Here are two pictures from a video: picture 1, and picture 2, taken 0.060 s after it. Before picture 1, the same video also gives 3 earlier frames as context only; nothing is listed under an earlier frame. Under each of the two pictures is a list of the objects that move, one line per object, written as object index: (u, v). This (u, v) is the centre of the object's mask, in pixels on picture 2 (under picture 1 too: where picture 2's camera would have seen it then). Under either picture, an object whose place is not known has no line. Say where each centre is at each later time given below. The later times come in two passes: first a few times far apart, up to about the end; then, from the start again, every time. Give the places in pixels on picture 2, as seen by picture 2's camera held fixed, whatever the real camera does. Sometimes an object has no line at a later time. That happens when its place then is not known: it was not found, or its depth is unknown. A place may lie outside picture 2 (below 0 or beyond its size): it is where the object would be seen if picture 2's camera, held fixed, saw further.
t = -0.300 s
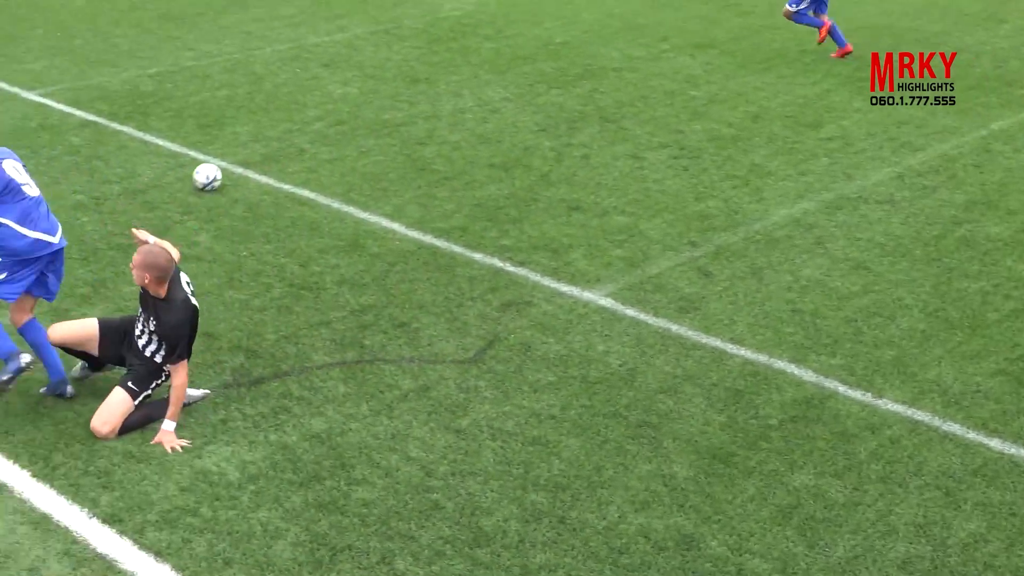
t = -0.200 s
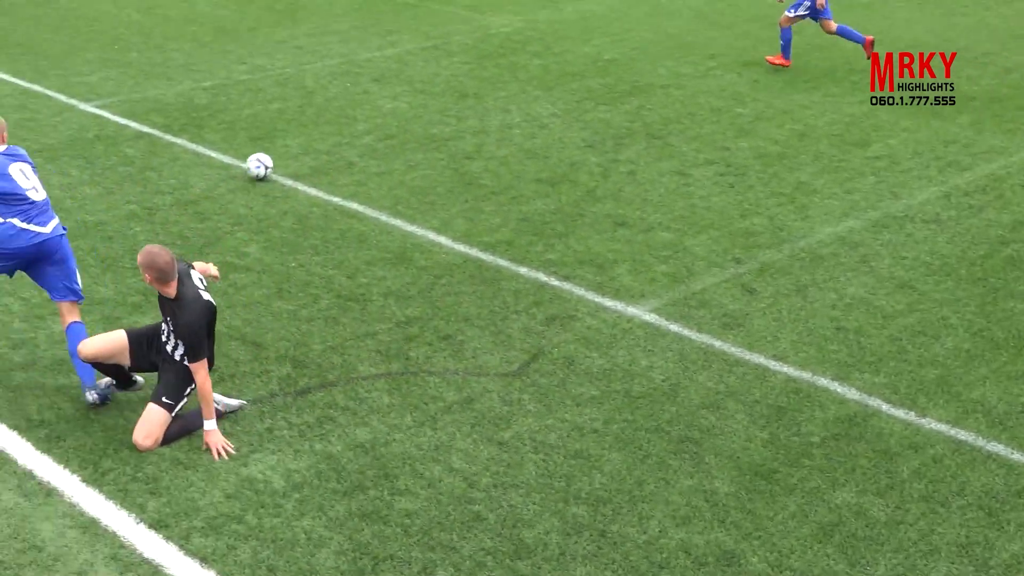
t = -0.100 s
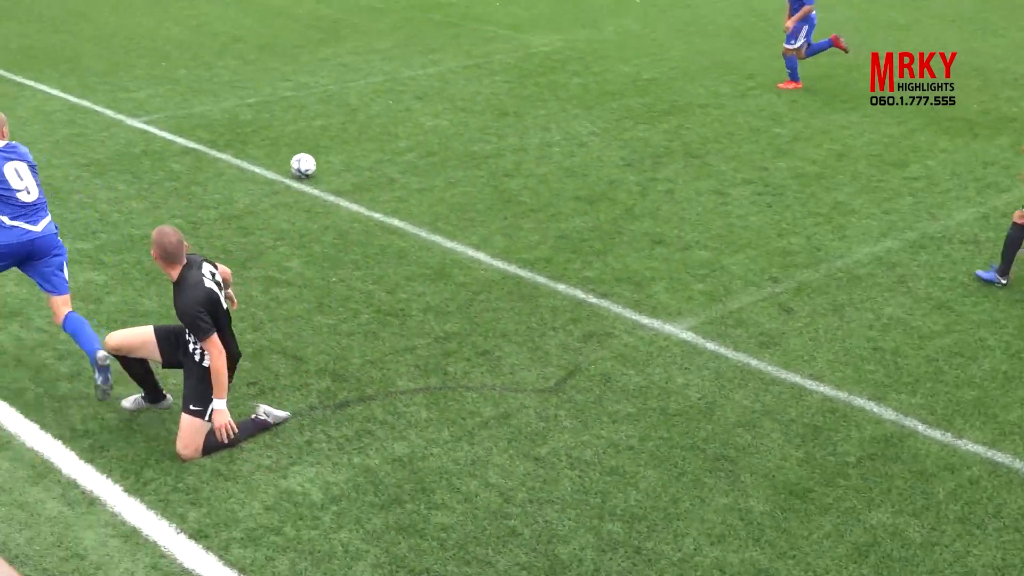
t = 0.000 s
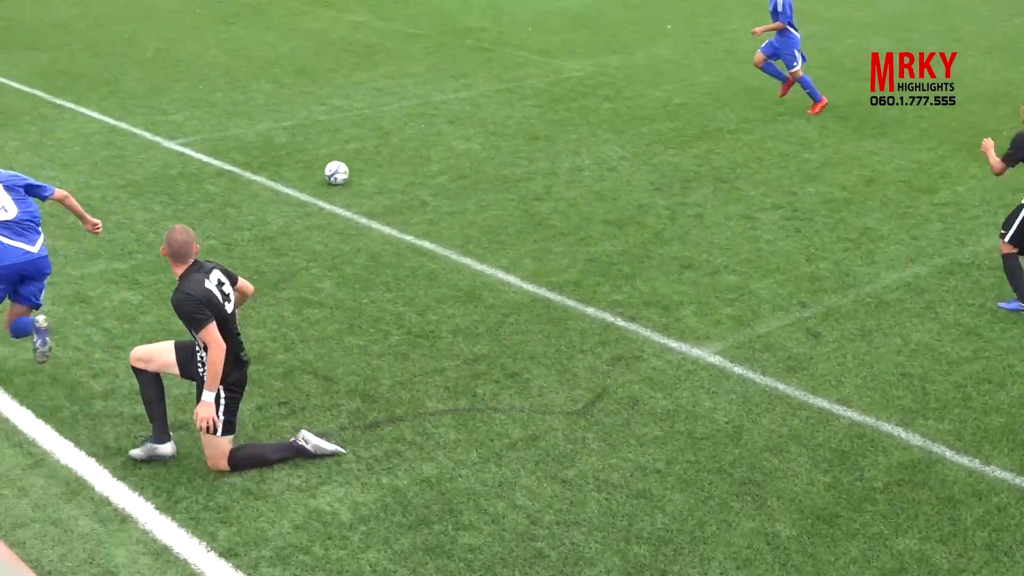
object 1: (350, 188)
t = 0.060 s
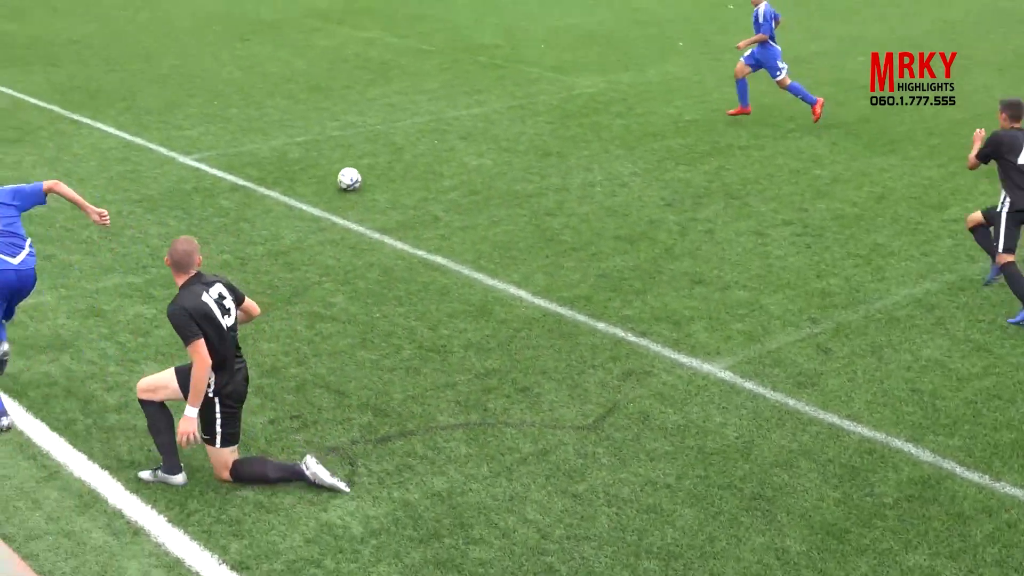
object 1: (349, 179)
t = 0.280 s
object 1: (347, 152)
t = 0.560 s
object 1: (345, 124)
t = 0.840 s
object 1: (342, 101)
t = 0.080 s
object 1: (349, 176)
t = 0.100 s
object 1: (349, 173)
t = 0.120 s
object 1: (349, 170)
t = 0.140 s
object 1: (348, 167)
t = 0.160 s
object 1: (348, 166)
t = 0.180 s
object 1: (348, 164)
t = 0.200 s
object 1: (348, 162)
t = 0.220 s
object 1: (348, 159)
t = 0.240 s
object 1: (348, 156)
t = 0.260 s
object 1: (347, 154)
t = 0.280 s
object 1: (347, 152)
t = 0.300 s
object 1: (347, 150)
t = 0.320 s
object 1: (347, 148)
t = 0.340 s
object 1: (347, 145)
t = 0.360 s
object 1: (347, 143)
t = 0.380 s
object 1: (347, 141)
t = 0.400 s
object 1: (347, 139)
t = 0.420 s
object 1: (347, 137)
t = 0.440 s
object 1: (347, 135)
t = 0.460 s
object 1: (346, 133)
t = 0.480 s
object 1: (346, 131)
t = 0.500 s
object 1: (346, 129)
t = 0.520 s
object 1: (346, 127)
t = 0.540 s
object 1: (345, 125)
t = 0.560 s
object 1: (345, 124)
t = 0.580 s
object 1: (345, 122)
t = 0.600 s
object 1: (345, 120)
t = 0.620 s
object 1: (344, 118)
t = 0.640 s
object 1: (344, 116)
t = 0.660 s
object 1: (344, 114)
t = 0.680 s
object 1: (344, 113)
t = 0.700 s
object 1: (344, 112)
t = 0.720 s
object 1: (343, 111)
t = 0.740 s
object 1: (343, 110)
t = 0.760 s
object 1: (343, 107)
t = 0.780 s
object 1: (342, 106)
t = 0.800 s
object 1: (342, 104)
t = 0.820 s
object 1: (342, 103)
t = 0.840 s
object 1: (342, 101)
